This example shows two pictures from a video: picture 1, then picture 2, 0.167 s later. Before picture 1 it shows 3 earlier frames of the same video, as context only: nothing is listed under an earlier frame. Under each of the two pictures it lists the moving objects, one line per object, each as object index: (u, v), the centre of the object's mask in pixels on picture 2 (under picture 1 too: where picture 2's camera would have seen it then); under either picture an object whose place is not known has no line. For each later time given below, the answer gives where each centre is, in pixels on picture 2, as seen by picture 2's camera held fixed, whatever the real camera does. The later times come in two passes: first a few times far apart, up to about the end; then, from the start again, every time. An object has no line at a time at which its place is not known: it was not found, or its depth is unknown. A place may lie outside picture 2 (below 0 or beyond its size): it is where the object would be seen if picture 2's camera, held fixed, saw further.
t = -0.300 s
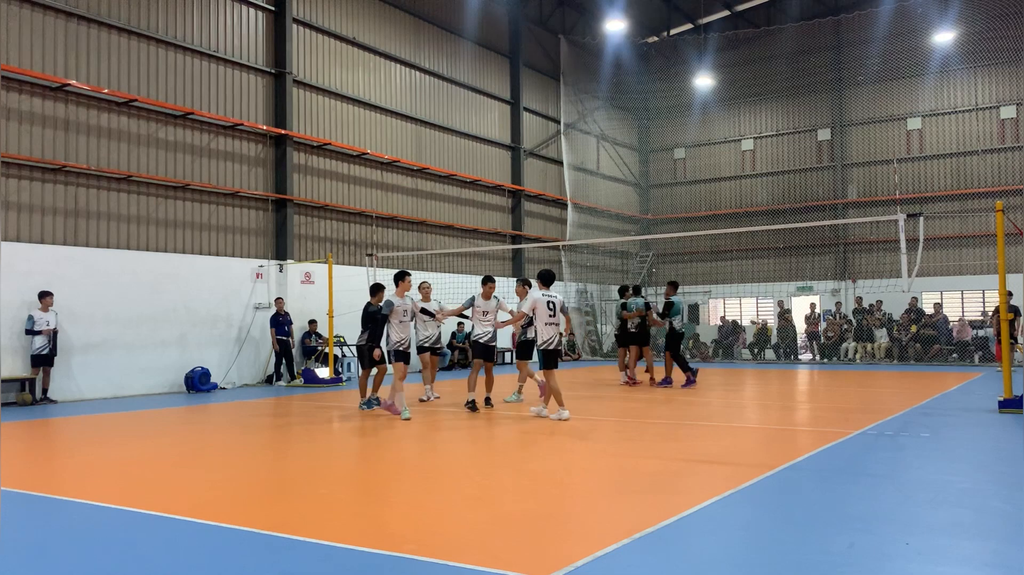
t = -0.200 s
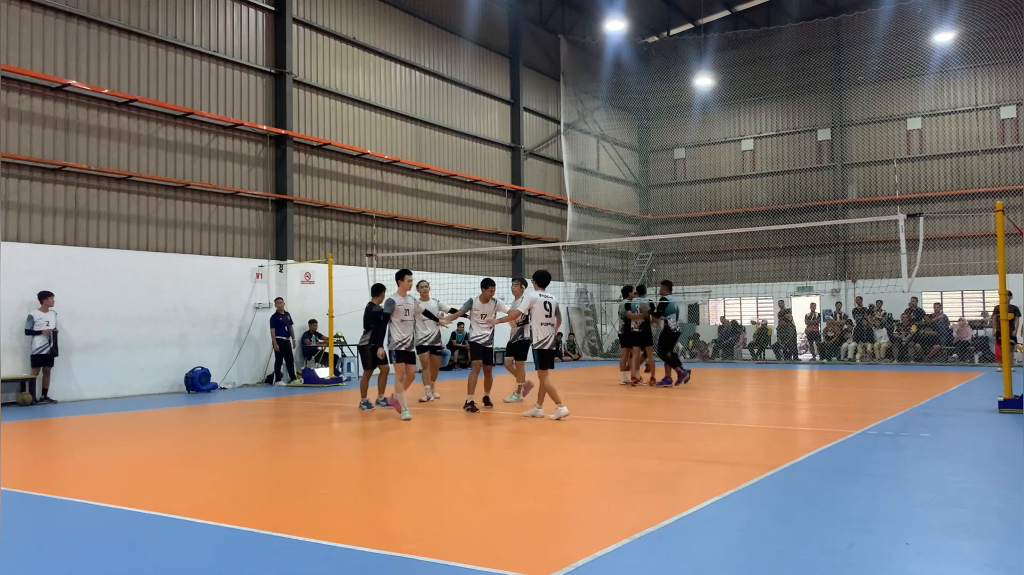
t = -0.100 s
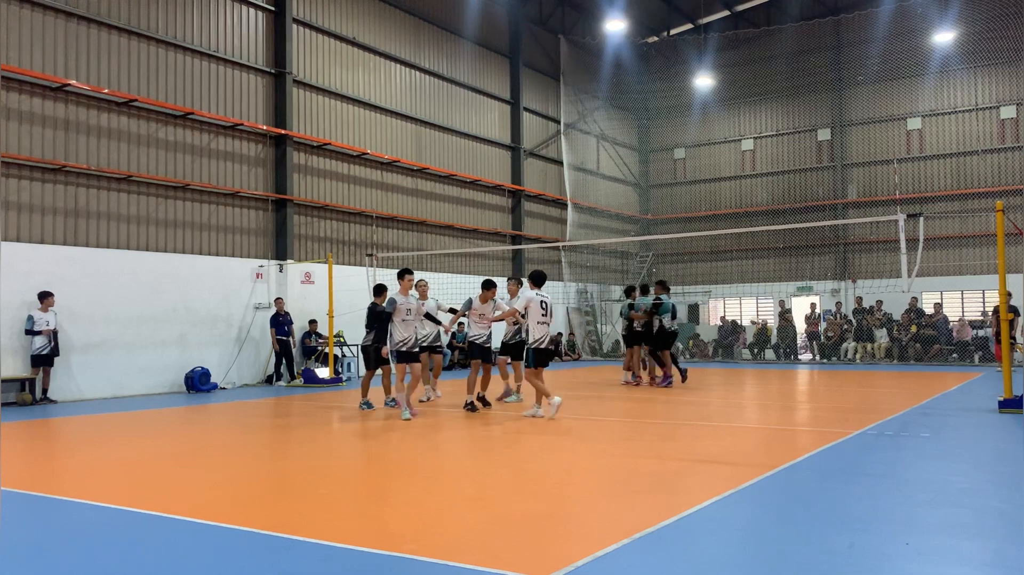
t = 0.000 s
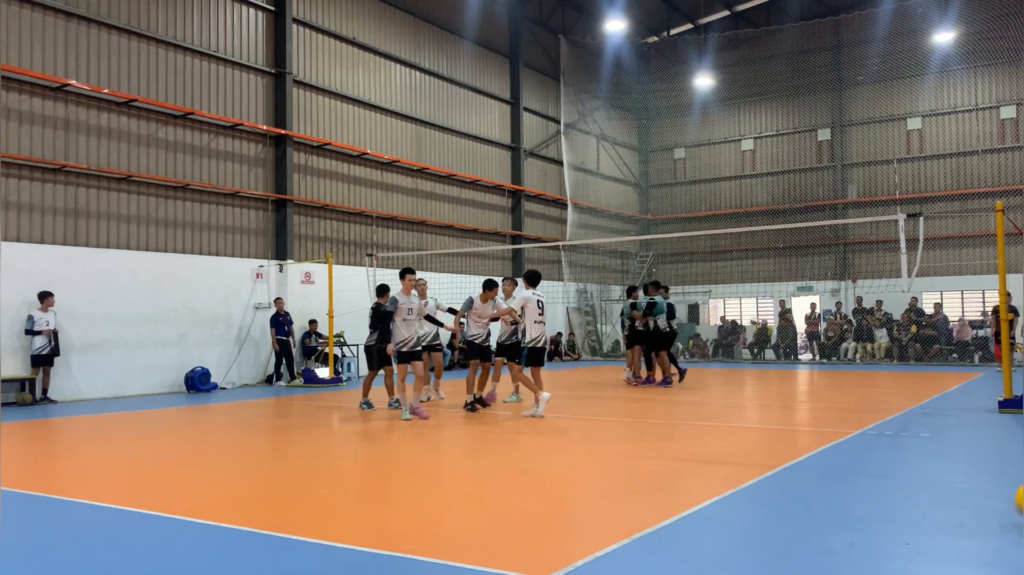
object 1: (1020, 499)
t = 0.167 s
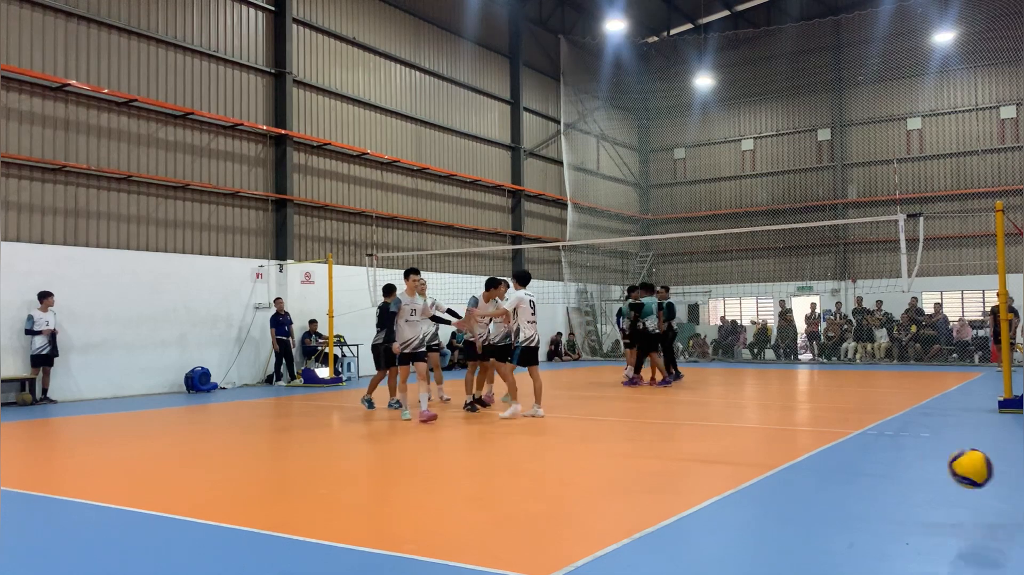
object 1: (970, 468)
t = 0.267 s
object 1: (931, 463)
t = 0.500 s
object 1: (841, 505)
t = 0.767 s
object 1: (736, 488)
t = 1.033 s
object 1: (631, 488)
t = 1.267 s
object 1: (543, 500)
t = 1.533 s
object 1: (446, 506)
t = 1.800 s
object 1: (349, 505)
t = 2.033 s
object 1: (269, 509)
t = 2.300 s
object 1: (178, 516)
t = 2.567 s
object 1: (91, 515)
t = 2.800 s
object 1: (19, 516)
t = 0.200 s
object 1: (957, 464)
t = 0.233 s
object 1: (944, 462)
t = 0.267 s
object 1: (931, 463)
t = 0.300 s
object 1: (918, 465)
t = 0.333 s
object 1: (905, 470)
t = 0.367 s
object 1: (892, 476)
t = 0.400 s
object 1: (880, 484)
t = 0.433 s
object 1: (867, 495)
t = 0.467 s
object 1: (854, 509)
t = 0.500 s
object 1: (841, 505)
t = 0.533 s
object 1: (828, 496)
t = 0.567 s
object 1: (814, 488)
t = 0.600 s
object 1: (800, 483)
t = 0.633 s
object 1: (787, 480)
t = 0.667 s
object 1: (774, 479)
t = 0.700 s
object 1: (761, 480)
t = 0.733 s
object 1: (748, 483)
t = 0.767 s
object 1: (736, 488)
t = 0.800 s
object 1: (722, 495)
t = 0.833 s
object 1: (709, 505)
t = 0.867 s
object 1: (697, 513)
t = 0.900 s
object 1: (683, 503)
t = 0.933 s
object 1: (670, 497)
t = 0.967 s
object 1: (657, 492)
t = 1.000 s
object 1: (644, 489)
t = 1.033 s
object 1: (631, 488)
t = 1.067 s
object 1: (619, 490)
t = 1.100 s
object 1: (606, 493)
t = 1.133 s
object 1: (593, 499)
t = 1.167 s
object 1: (580, 508)
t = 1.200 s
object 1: (568, 512)
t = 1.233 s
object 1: (555, 505)
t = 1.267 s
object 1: (543, 500)
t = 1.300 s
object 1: (531, 497)
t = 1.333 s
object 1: (520, 495)
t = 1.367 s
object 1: (507, 496)
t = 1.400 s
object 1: (495, 499)
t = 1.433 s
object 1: (483, 504)
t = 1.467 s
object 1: (470, 512)
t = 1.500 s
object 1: (458, 511)
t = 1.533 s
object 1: (446, 506)
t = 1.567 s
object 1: (433, 503)
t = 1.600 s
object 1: (421, 502)
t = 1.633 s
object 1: (409, 504)
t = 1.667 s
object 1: (398, 507)
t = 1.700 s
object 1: (386, 512)
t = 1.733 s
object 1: (374, 514)
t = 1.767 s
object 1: (361, 508)
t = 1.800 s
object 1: (349, 505)
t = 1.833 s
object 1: (338, 505)
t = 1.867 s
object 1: (326, 506)
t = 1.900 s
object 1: (314, 510)
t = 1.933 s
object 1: (302, 516)
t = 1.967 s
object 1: (291, 513)
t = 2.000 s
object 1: (280, 510)
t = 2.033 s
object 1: (269, 509)
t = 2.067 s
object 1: (256, 510)
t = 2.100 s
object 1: (245, 513)
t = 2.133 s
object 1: (234, 516)
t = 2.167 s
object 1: (223, 512)
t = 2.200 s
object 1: (212, 510)
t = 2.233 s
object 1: (200, 511)
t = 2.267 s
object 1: (189, 514)
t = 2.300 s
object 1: (178, 516)
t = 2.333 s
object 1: (167, 513)
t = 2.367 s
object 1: (156, 513)
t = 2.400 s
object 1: (145, 515)
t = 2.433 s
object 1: (134, 516)
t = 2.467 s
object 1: (123, 514)
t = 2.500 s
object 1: (112, 513)
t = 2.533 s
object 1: (102, 515)
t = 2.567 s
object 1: (91, 515)
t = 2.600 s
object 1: (81, 514)
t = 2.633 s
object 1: (70, 516)
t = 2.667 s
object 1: (59, 516)
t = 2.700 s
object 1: (49, 515)
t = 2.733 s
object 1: (38, 516)
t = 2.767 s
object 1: (28, 515)
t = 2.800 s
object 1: (19, 516)
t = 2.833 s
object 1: (13, 515)
